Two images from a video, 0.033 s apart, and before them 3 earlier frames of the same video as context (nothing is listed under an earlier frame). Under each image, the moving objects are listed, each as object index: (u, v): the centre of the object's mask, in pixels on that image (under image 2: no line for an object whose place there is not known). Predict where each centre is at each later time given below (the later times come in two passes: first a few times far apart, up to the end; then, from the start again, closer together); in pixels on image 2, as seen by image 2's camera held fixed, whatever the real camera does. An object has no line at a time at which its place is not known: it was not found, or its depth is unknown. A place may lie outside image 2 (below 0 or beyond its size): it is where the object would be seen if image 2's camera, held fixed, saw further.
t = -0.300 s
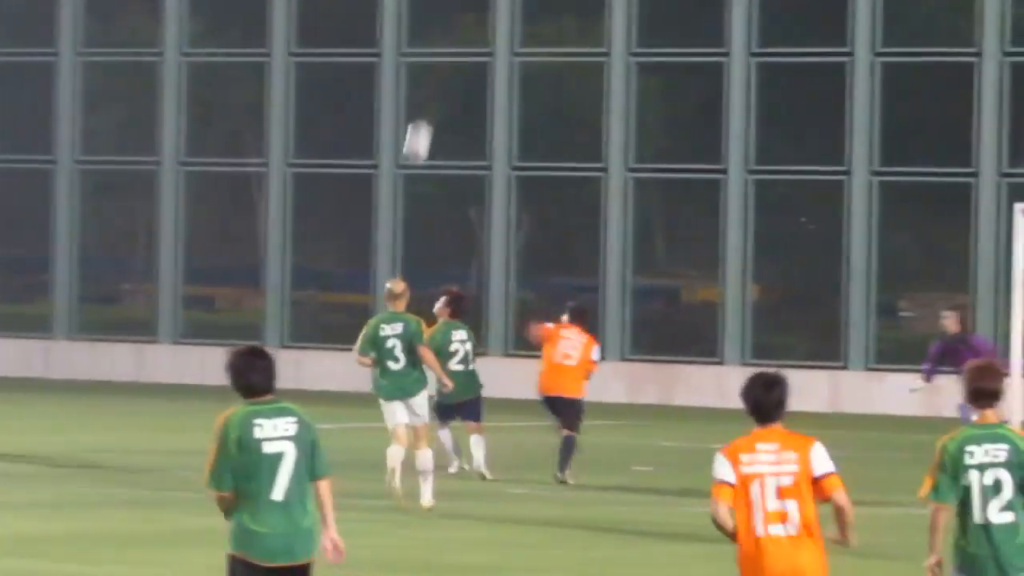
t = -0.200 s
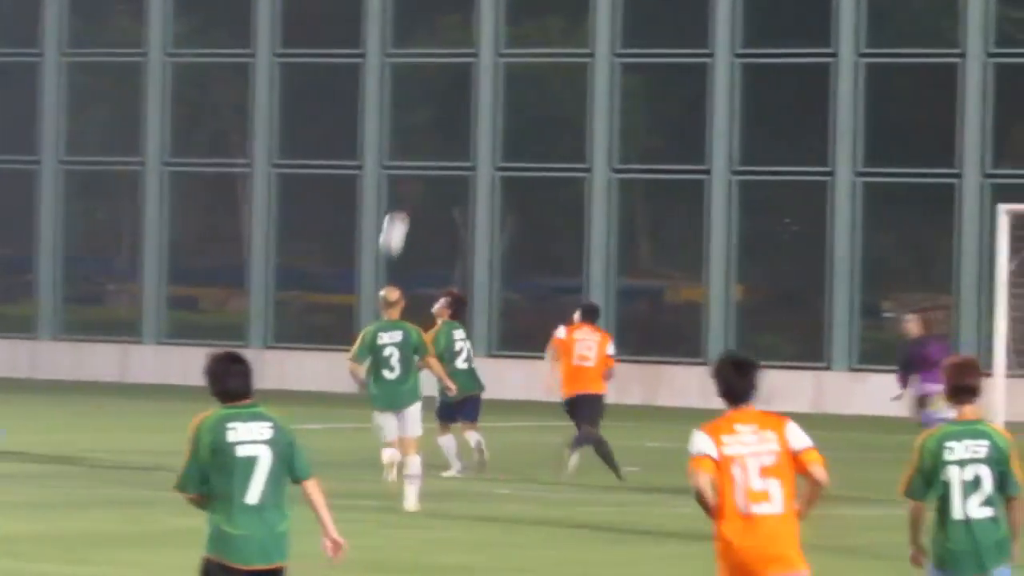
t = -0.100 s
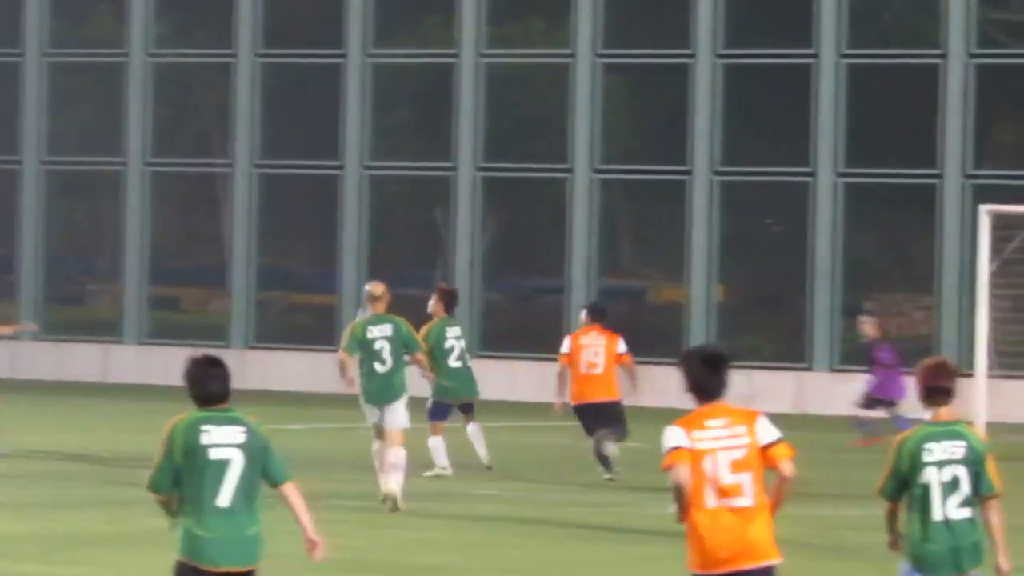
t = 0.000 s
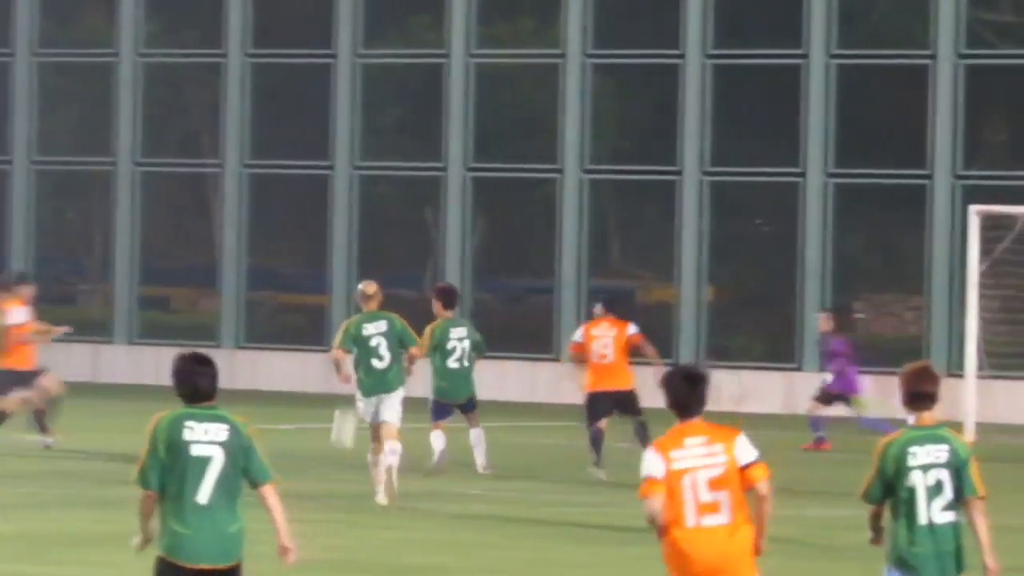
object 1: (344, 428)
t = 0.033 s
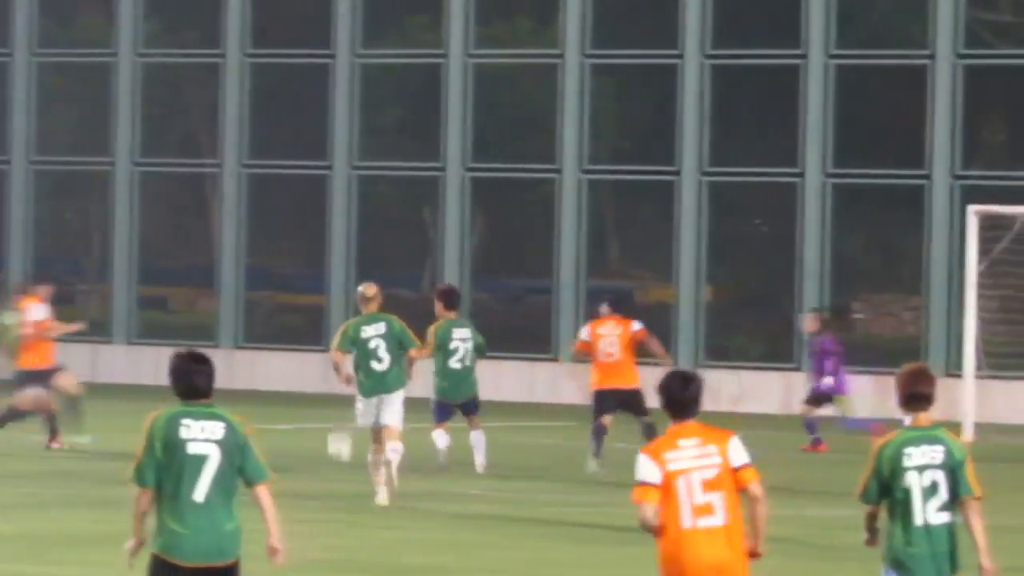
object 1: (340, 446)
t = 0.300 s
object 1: (333, 274)
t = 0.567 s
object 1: (324, 184)
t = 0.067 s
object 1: (340, 424)
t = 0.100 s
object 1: (337, 396)
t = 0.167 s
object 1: (331, 345)
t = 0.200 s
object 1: (335, 330)
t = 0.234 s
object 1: (335, 310)
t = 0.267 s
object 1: (335, 292)
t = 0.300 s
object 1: (333, 274)
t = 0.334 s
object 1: (333, 259)
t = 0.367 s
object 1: (332, 245)
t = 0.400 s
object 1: (330, 232)
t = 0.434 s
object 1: (329, 220)
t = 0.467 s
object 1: (327, 209)
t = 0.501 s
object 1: (326, 200)
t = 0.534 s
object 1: (325, 191)
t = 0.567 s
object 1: (324, 184)
